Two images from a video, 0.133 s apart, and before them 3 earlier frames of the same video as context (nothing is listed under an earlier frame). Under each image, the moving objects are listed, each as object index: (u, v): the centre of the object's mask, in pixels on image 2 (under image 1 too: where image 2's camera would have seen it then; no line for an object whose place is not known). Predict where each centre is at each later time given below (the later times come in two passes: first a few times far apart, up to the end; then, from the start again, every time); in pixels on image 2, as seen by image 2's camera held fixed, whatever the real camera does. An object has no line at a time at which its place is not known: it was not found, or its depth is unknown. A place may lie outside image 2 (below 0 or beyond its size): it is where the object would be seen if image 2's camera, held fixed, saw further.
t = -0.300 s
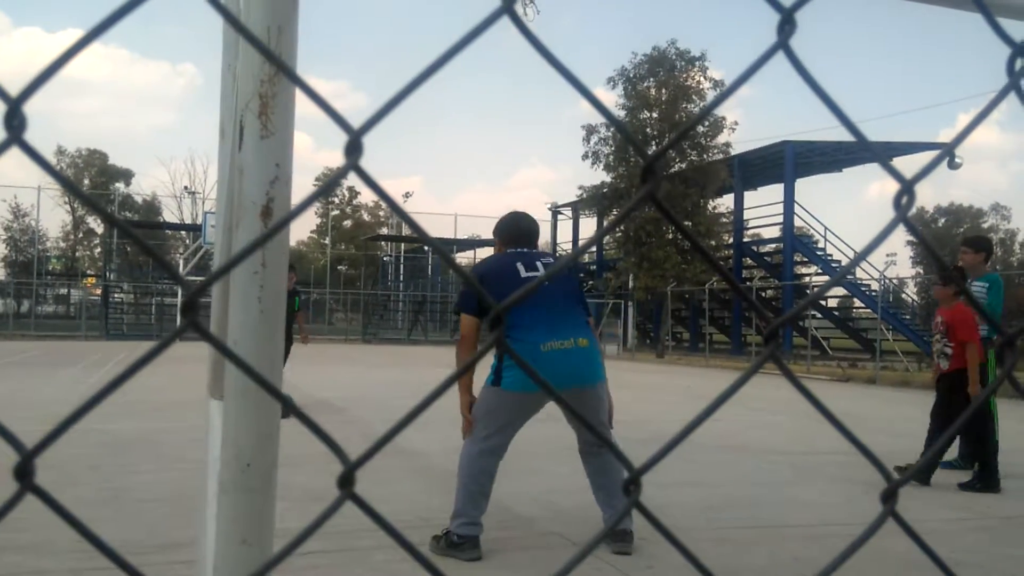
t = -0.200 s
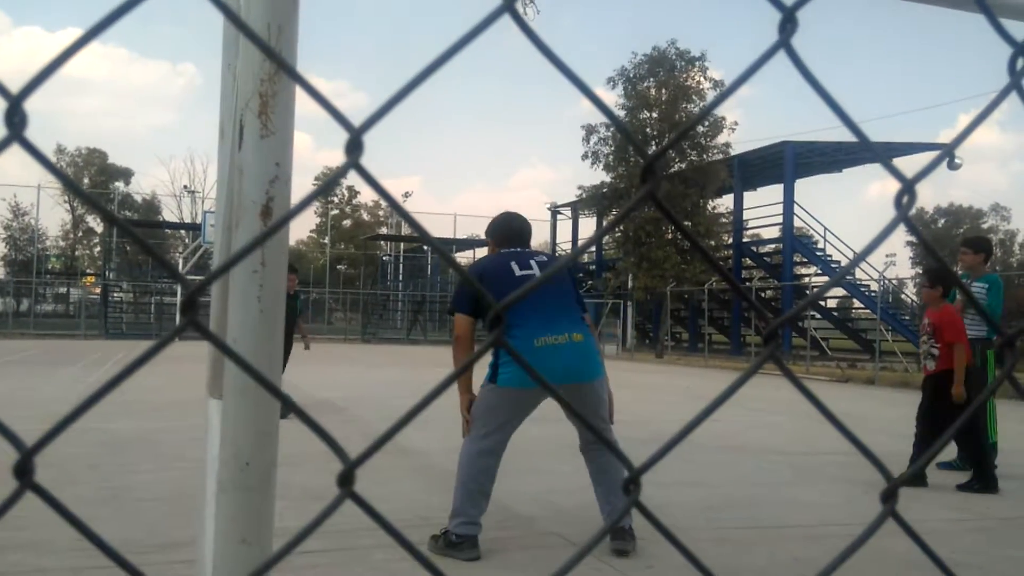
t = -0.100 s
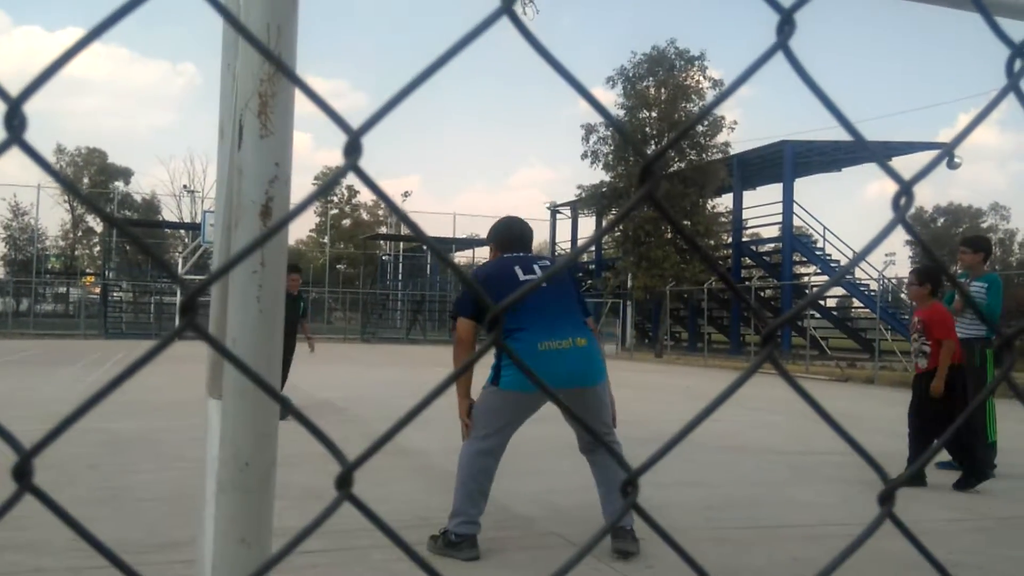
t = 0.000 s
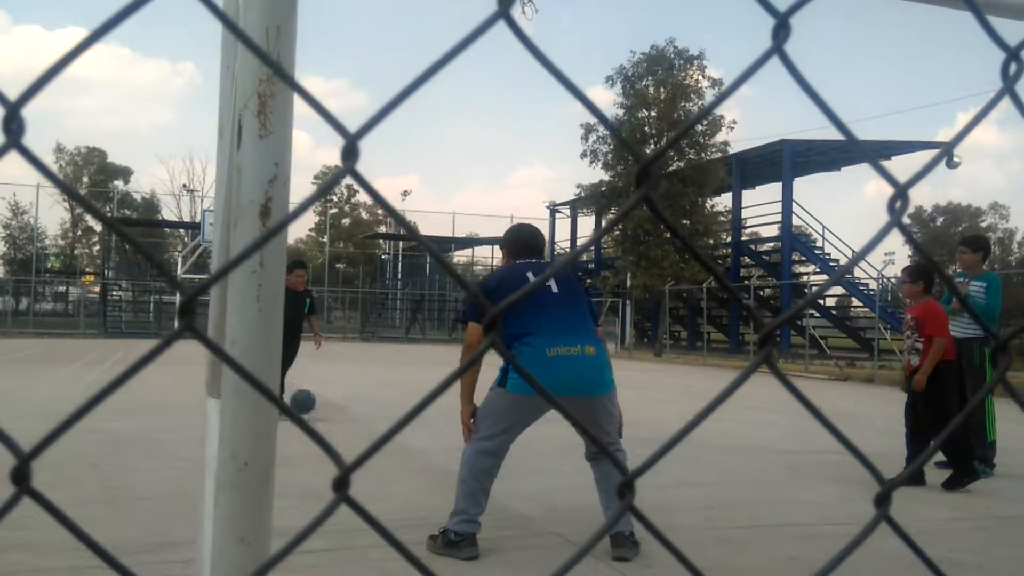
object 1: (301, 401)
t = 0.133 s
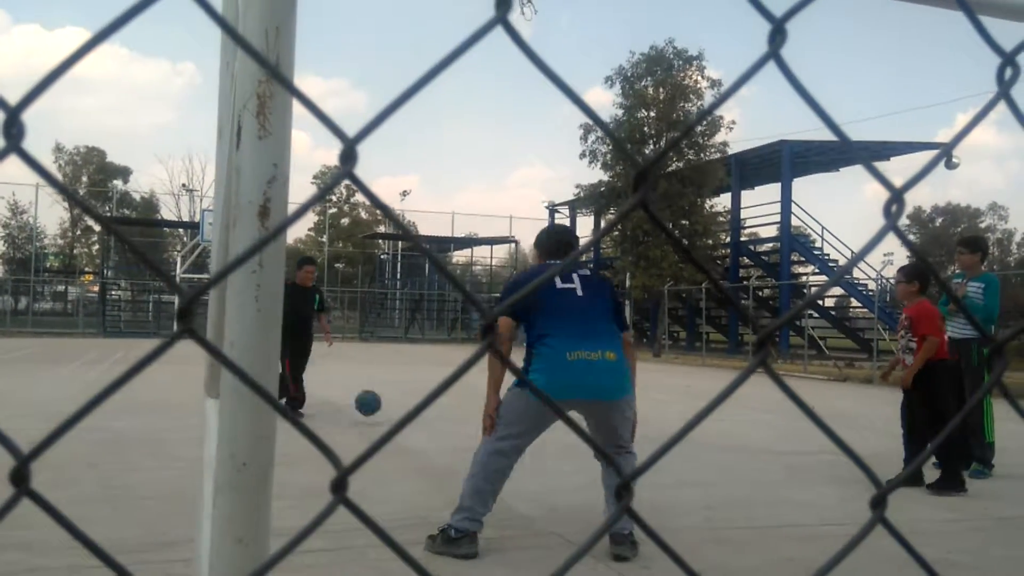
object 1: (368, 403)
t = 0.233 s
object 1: (423, 421)
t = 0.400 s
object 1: (479, 413)
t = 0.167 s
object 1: (385, 406)
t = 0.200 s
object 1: (401, 410)
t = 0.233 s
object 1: (423, 421)
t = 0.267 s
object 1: (433, 417)
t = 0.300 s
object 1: (443, 412)
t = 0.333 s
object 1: (455, 411)
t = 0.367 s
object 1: (467, 411)
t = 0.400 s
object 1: (479, 413)
